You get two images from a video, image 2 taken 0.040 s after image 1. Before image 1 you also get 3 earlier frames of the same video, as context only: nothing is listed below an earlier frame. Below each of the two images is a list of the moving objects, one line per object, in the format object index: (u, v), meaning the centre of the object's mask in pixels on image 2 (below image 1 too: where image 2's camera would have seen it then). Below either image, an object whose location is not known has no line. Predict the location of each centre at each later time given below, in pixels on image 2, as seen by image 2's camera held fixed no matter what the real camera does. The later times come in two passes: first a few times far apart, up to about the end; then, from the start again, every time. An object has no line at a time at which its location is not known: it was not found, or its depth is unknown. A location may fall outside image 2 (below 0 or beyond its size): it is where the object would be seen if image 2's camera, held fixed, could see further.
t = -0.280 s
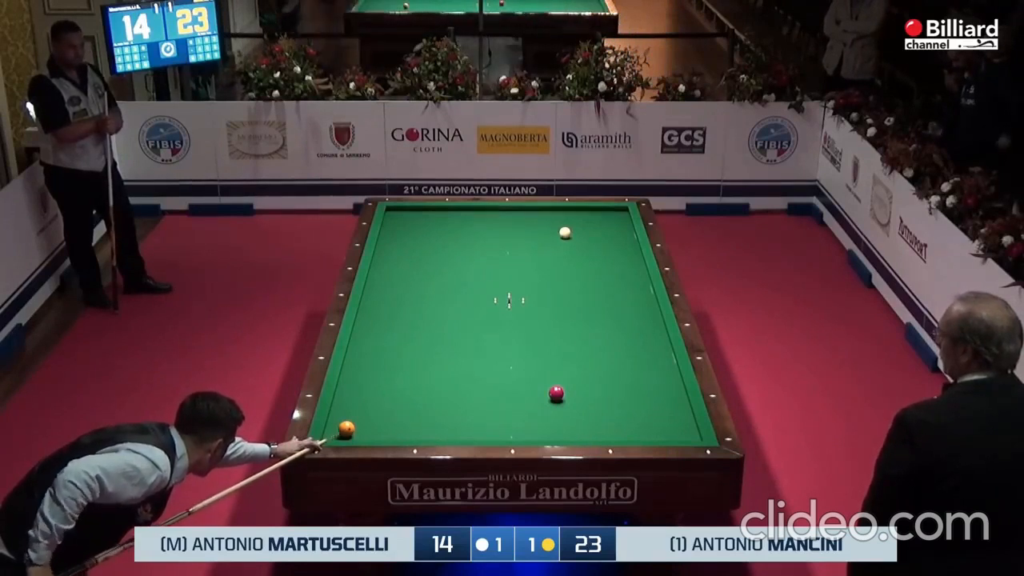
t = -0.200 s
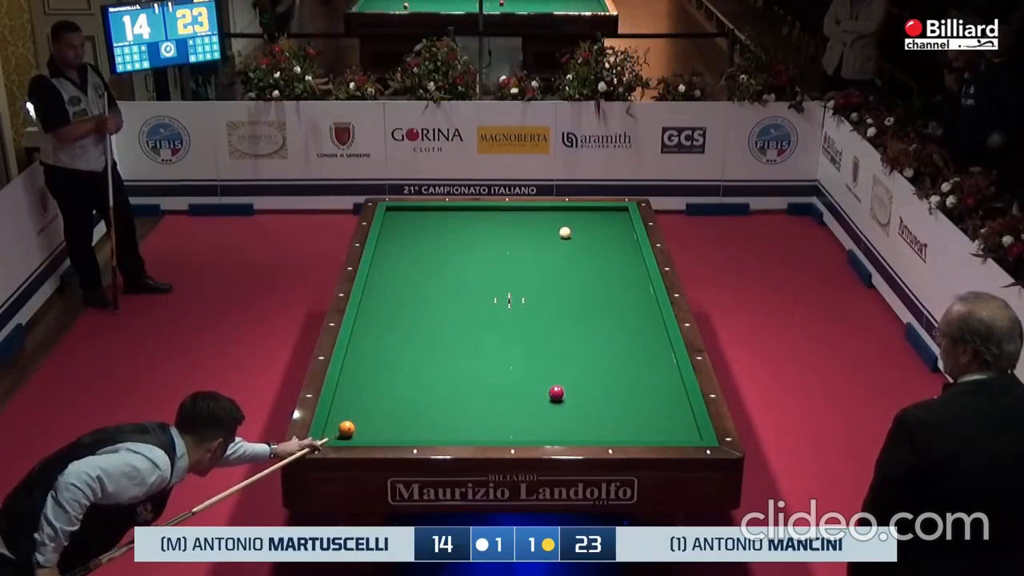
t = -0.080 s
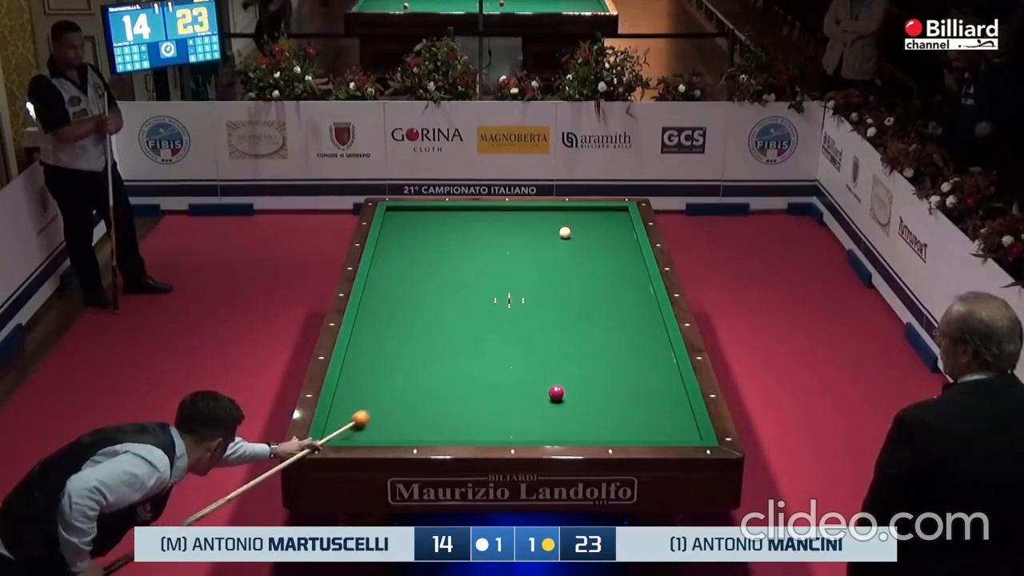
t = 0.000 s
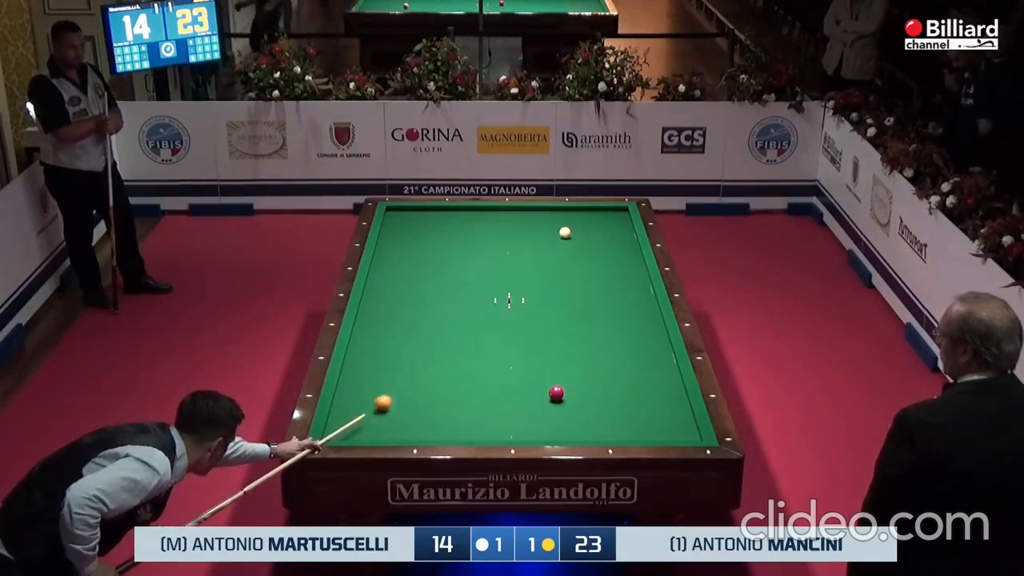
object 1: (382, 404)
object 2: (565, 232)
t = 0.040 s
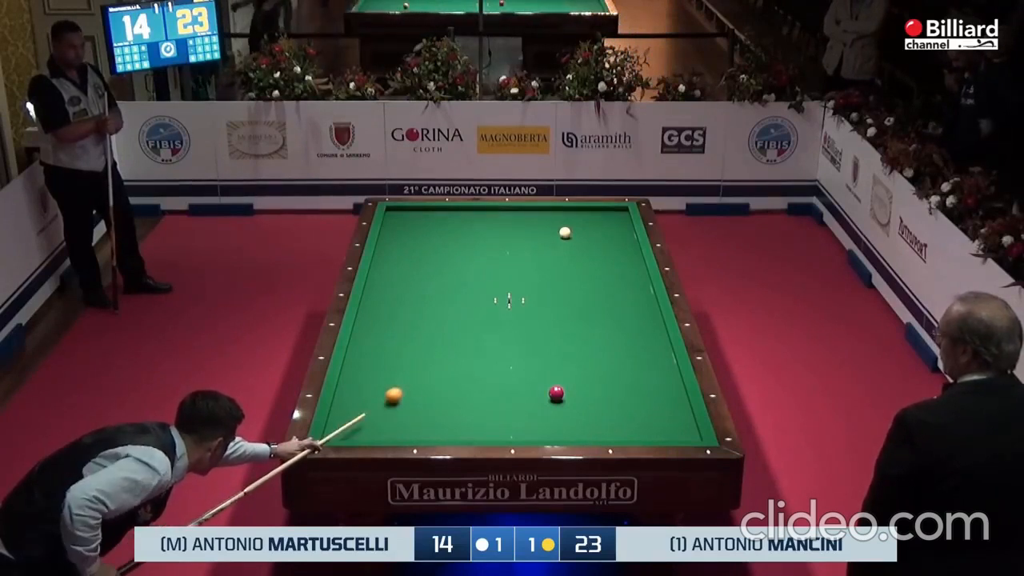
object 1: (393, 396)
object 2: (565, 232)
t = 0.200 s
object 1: (433, 368)
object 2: (565, 232)
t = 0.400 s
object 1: (478, 338)
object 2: (565, 232)
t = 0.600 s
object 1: (518, 310)
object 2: (565, 232)
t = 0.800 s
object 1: (554, 286)
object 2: (565, 232)
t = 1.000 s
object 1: (586, 263)
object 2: (565, 232)
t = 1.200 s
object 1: (615, 243)
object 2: (565, 232)
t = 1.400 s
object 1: (619, 226)
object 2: (565, 232)
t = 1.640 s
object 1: (594, 210)
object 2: (565, 232)
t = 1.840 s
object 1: (585, 216)
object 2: (565, 232)
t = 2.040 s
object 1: (578, 224)
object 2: (565, 233)
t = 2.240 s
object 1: (574, 231)
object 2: (562, 233)
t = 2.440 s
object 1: (579, 234)
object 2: (551, 237)
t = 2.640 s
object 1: (583, 238)
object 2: (542, 240)
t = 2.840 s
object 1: (588, 242)
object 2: (532, 243)
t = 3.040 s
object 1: (592, 245)
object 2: (522, 246)
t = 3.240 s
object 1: (597, 249)
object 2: (512, 250)
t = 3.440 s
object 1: (601, 253)
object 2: (503, 253)
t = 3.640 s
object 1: (606, 256)
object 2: (494, 256)
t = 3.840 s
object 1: (610, 259)
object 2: (485, 259)
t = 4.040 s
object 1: (614, 263)
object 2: (476, 262)
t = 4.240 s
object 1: (618, 266)
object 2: (467, 265)
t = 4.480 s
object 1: (623, 270)
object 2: (457, 268)
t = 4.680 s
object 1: (627, 273)
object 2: (448, 271)
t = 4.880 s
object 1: (631, 276)
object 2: (440, 274)
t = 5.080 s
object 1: (634, 279)
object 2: (432, 277)
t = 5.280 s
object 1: (637, 281)
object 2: (424, 279)
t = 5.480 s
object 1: (640, 284)
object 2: (416, 282)
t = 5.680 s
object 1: (644, 287)
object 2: (409, 284)
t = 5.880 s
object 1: (646, 289)
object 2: (401, 287)
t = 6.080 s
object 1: (648, 291)
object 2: (394, 289)
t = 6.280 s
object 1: (647, 293)
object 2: (387, 291)
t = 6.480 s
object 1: (647, 295)
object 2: (381, 293)
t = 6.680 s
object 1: (646, 296)
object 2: (375, 295)
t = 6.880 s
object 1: (645, 298)
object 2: (369, 298)
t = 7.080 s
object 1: (645, 300)
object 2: (368, 299)
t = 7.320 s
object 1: (644, 301)
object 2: (371, 300)
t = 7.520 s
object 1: (643, 302)
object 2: (373, 302)
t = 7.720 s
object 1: (642, 303)
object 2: (375, 303)
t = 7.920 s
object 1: (642, 304)
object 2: (377, 304)
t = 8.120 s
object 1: (641, 305)
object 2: (378, 305)
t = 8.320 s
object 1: (641, 306)
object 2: (379, 306)
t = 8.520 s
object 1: (641, 307)
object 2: (381, 306)
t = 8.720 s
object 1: (640, 307)
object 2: (382, 307)
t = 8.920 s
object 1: (640, 307)
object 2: (383, 307)
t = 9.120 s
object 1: (640, 307)
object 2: (384, 308)
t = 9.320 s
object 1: (640, 308)
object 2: (384, 308)
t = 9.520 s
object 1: (640, 308)
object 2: (385, 308)
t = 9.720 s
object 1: (640, 308)
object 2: (385, 308)
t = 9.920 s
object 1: (640, 308)
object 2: (385, 308)
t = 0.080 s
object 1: (404, 389)
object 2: (565, 232)
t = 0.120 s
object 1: (414, 382)
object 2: (565, 232)
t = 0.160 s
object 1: (424, 375)
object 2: (565, 232)
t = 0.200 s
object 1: (433, 368)
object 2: (565, 232)
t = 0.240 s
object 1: (443, 362)
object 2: (565, 232)
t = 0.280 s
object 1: (452, 356)
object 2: (565, 232)
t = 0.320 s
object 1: (461, 349)
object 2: (565, 232)
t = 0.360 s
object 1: (470, 343)
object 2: (565, 232)
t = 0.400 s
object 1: (478, 338)
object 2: (565, 232)
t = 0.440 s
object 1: (487, 332)
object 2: (565, 232)
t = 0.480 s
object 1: (495, 326)
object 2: (565, 232)
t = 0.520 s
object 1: (503, 321)
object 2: (565, 232)
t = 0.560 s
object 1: (510, 315)
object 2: (565, 232)
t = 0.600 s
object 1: (518, 310)
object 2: (565, 232)
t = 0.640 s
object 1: (525, 305)
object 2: (565, 232)
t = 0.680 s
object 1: (532, 300)
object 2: (565, 232)
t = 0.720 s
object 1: (540, 295)
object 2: (565, 232)
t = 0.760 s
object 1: (547, 290)
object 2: (565, 232)
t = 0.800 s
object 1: (554, 286)
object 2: (565, 232)
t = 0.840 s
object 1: (560, 281)
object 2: (565, 232)
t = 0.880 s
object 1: (567, 276)
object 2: (565, 232)
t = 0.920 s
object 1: (573, 272)
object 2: (565, 232)
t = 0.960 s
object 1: (579, 268)
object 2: (565, 232)
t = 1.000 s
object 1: (586, 263)
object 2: (565, 232)
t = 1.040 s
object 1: (592, 259)
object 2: (565, 232)
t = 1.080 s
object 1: (598, 255)
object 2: (565, 232)
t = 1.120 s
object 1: (603, 251)
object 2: (565, 232)
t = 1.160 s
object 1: (609, 247)
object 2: (565, 232)
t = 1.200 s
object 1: (615, 243)
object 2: (565, 232)
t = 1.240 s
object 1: (620, 239)
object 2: (565, 232)
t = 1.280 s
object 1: (626, 235)
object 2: (565, 232)
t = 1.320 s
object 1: (630, 231)
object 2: (565, 232)
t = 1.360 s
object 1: (625, 229)
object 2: (565, 232)
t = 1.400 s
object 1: (619, 226)
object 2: (565, 232)
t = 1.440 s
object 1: (614, 224)
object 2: (565, 232)
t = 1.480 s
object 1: (609, 221)
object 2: (565, 232)
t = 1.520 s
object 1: (604, 218)
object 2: (565, 232)
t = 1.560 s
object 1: (601, 216)
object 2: (565, 232)
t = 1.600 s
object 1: (597, 213)
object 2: (565, 232)
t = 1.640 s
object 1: (594, 210)
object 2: (565, 232)
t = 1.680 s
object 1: (590, 209)
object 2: (565, 232)
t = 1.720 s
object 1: (589, 211)
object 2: (565, 232)
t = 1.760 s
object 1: (588, 213)
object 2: (565, 232)
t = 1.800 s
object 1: (587, 215)
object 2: (565, 232)
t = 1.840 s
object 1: (585, 216)
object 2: (565, 232)
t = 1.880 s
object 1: (584, 218)
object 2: (565, 232)
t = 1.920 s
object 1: (583, 219)
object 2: (565, 232)
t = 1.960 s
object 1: (581, 221)
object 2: (565, 233)
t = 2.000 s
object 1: (580, 223)
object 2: (565, 233)
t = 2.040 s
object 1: (578, 224)
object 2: (565, 233)
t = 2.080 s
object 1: (577, 226)
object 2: (565, 233)
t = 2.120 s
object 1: (575, 227)
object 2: (564, 233)
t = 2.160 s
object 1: (574, 229)
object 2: (564, 233)
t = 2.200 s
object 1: (573, 230)
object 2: (564, 232)
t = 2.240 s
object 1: (574, 231)
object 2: (562, 233)
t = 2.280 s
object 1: (575, 232)
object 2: (559, 234)
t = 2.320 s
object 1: (576, 232)
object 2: (557, 235)
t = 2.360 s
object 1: (577, 233)
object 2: (555, 236)
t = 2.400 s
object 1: (578, 234)
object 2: (553, 236)
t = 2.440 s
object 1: (579, 234)
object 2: (551, 237)
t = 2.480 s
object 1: (579, 235)
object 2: (549, 238)
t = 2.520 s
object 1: (581, 236)
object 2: (547, 238)
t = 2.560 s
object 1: (582, 237)
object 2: (545, 239)
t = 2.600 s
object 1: (582, 238)
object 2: (543, 240)
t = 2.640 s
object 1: (583, 238)
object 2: (542, 240)
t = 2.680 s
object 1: (584, 239)
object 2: (539, 241)
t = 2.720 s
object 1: (585, 240)
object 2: (537, 241)
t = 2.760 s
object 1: (586, 240)
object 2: (535, 242)
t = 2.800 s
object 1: (587, 241)
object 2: (534, 243)
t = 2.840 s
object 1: (588, 242)
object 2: (532, 243)
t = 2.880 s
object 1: (589, 243)
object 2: (530, 244)
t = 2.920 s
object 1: (590, 243)
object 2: (528, 245)
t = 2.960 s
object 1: (591, 244)
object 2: (526, 245)
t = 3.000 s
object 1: (591, 245)
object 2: (524, 246)
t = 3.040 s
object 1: (592, 245)
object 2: (522, 246)
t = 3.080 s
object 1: (593, 246)
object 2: (520, 247)
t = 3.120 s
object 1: (594, 247)
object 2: (518, 248)
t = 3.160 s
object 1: (595, 248)
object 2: (516, 248)
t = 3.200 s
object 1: (596, 249)
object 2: (514, 249)
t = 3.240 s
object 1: (597, 249)
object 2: (512, 250)
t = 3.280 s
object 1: (598, 250)
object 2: (511, 250)
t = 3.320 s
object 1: (599, 251)
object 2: (509, 251)
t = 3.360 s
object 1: (600, 251)
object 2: (507, 251)
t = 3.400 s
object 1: (601, 252)
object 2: (505, 252)
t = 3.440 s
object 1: (601, 253)
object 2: (503, 253)
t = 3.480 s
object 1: (602, 253)
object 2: (501, 253)
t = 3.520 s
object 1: (603, 254)
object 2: (499, 254)
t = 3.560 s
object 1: (604, 254)
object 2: (498, 255)
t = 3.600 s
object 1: (605, 255)
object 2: (496, 255)
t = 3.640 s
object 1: (606, 256)
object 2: (494, 256)
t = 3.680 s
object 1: (607, 257)
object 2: (492, 256)
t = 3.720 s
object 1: (608, 257)
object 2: (490, 257)
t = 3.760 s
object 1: (608, 258)
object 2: (488, 257)
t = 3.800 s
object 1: (609, 259)
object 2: (486, 258)
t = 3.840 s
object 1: (610, 259)
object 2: (485, 259)
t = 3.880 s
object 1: (611, 260)
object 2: (483, 260)
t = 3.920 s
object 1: (612, 261)
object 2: (481, 260)
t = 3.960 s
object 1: (612, 261)
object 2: (479, 261)
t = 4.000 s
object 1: (613, 262)
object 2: (477, 261)
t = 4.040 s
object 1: (614, 263)
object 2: (476, 262)
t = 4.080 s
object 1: (615, 263)
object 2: (474, 263)
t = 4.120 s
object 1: (616, 264)
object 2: (472, 263)
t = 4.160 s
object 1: (617, 265)
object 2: (471, 264)
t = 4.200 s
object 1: (617, 266)
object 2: (469, 264)
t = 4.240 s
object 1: (618, 266)
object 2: (467, 265)
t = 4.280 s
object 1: (619, 267)
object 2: (465, 265)
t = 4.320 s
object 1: (620, 267)
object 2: (463, 266)
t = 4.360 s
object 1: (621, 268)
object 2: (462, 267)
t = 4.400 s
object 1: (622, 269)
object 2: (460, 267)
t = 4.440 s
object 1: (622, 269)
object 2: (458, 268)
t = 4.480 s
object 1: (623, 270)
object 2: (457, 268)
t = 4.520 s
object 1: (624, 270)
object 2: (455, 269)
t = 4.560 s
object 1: (625, 271)
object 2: (453, 270)
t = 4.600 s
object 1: (625, 271)
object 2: (451, 270)
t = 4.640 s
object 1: (626, 272)
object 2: (450, 271)
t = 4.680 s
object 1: (627, 273)
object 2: (448, 271)
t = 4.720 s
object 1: (628, 274)
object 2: (446, 272)
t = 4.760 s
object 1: (628, 274)
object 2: (445, 272)
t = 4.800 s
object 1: (629, 275)
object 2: (443, 273)
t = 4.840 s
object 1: (630, 275)
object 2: (442, 273)
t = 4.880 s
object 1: (631, 276)
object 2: (440, 274)
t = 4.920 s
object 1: (631, 276)
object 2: (438, 275)
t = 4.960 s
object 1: (632, 277)
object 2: (436, 275)
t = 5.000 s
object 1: (633, 277)
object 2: (435, 276)
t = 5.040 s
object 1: (633, 278)
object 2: (433, 276)
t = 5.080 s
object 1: (634, 279)
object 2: (432, 277)
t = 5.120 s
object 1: (635, 279)
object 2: (430, 277)
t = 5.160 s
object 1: (635, 280)
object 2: (428, 278)
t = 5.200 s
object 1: (636, 280)
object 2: (427, 278)
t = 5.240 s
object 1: (637, 281)
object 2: (425, 279)
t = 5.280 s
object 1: (637, 281)
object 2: (424, 279)
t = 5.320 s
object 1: (638, 282)
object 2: (422, 280)
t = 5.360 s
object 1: (639, 282)
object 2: (421, 280)
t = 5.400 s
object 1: (639, 283)
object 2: (419, 281)
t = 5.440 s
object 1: (640, 283)
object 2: (418, 281)
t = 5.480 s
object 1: (640, 284)
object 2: (416, 282)
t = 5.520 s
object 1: (641, 285)
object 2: (415, 282)
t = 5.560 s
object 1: (642, 285)
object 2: (413, 283)
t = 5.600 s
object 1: (642, 285)
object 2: (412, 283)
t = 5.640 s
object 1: (643, 286)
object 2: (410, 284)
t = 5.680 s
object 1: (644, 287)
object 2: (409, 284)
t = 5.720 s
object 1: (644, 287)
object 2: (407, 285)
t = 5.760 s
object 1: (645, 288)
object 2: (406, 285)
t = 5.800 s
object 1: (645, 288)
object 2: (404, 286)
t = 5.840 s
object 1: (646, 289)
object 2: (403, 286)
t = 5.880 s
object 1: (646, 289)
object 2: (401, 287)
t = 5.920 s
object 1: (647, 290)
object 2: (400, 287)
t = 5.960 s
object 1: (647, 290)
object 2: (399, 288)
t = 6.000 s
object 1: (648, 290)
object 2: (397, 288)
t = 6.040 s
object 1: (648, 291)
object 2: (396, 289)
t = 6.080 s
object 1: (648, 291)
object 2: (394, 289)
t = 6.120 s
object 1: (647, 291)
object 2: (393, 289)
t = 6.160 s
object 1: (647, 292)
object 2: (392, 290)
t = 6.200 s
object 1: (647, 292)
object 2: (390, 290)
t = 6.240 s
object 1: (647, 293)
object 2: (389, 291)
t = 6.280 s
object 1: (647, 293)
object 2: (387, 291)
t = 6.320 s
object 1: (647, 293)
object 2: (386, 292)
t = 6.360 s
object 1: (647, 294)
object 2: (385, 292)
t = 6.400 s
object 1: (647, 294)
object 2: (384, 293)
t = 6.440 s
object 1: (647, 294)
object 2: (382, 293)
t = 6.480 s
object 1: (647, 295)
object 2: (381, 293)
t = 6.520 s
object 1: (646, 295)
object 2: (380, 294)
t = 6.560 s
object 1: (646, 295)
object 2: (379, 294)
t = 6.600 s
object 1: (646, 296)
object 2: (377, 295)
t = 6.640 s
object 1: (646, 296)
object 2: (376, 295)
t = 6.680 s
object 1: (646, 296)
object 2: (375, 295)
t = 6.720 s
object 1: (646, 297)
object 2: (374, 296)
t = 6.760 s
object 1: (646, 297)
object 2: (372, 296)
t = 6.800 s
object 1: (646, 297)
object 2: (371, 297)
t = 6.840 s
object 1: (645, 297)
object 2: (370, 297)
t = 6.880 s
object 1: (645, 298)
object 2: (369, 298)
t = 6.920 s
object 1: (645, 298)
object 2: (367, 298)
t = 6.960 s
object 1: (645, 299)
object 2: (367, 298)
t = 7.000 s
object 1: (645, 299)
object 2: (367, 299)
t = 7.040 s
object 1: (645, 299)
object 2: (368, 299)
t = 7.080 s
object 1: (645, 300)
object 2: (368, 299)
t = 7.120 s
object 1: (644, 300)
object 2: (369, 299)
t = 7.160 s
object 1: (644, 300)
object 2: (369, 300)
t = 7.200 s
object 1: (644, 300)
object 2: (370, 300)
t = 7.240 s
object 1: (644, 300)
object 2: (370, 300)
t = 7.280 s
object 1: (644, 301)
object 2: (371, 300)
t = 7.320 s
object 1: (644, 301)
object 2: (371, 300)
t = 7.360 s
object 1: (643, 301)
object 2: (371, 301)
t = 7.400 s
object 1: (643, 301)
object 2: (372, 301)
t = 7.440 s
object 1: (643, 302)
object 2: (372, 301)
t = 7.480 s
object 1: (643, 302)
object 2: (373, 302)
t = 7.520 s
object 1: (643, 302)
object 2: (373, 302)
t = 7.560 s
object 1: (643, 302)
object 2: (373, 302)
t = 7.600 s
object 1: (643, 303)
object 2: (374, 302)
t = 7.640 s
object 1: (643, 303)
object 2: (374, 303)
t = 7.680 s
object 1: (643, 303)
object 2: (375, 303)
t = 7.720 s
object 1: (642, 303)
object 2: (375, 303)
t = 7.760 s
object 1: (642, 303)
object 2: (375, 303)
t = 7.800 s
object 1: (642, 304)
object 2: (376, 303)
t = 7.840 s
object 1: (642, 304)
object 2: (376, 303)
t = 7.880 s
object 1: (642, 304)
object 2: (376, 304)
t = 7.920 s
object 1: (642, 304)
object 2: (377, 304)
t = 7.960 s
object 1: (642, 304)
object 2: (377, 304)
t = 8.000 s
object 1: (642, 305)
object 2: (377, 304)
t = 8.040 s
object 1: (642, 305)
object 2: (378, 304)
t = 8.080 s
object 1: (642, 305)
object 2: (378, 305)
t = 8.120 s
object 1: (641, 305)
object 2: (378, 305)
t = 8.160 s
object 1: (641, 305)
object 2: (379, 305)
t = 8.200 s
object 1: (641, 305)
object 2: (379, 305)
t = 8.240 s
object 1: (641, 306)
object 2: (379, 305)
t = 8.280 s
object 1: (641, 306)
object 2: (379, 305)
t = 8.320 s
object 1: (641, 306)
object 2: (379, 306)
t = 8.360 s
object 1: (641, 306)
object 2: (380, 306)
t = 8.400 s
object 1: (641, 306)
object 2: (380, 306)
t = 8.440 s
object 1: (641, 306)
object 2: (380, 306)
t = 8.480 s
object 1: (641, 306)
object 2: (380, 306)
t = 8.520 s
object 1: (641, 307)
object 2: (381, 306)
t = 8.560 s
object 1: (640, 307)
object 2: (381, 306)
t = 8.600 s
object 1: (640, 307)
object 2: (381, 306)
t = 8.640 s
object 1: (640, 307)
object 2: (382, 307)
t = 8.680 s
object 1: (640, 307)
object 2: (382, 307)
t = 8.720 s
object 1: (640, 307)
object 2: (382, 307)
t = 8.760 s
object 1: (640, 307)
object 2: (382, 307)
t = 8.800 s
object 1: (640, 307)
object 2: (382, 307)
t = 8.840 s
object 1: (640, 307)
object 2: (382, 307)
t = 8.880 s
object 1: (640, 307)
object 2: (383, 307)
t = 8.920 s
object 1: (640, 307)
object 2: (383, 307)
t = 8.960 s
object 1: (640, 307)
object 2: (383, 307)
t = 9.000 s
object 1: (640, 307)
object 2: (383, 307)
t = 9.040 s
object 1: (640, 307)
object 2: (383, 307)
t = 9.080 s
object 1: (640, 307)
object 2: (383, 307)
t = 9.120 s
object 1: (640, 307)
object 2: (384, 308)
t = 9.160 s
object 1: (640, 307)
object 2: (384, 308)
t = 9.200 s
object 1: (640, 308)
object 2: (384, 308)
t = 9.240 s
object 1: (640, 308)
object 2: (384, 308)
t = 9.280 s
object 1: (640, 308)
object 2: (384, 308)
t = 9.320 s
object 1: (640, 308)
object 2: (384, 308)
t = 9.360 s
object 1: (640, 308)
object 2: (385, 308)
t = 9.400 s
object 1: (640, 308)
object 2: (385, 308)
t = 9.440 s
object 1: (640, 308)
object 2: (385, 308)
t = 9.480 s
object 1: (640, 308)
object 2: (385, 308)
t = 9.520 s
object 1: (640, 308)
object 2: (385, 308)
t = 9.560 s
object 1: (640, 308)
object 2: (385, 308)
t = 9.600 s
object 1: (640, 308)
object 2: (385, 308)
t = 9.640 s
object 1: (640, 308)
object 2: (385, 308)
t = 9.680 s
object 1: (640, 308)
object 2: (385, 308)
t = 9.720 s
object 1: (640, 308)
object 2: (385, 308)
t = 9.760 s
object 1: (640, 308)
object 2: (385, 308)
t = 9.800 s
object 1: (640, 308)
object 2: (385, 308)
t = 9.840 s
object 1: (640, 308)
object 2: (385, 308)
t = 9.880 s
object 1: (640, 308)
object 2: (385, 308)
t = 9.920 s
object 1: (640, 308)
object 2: (385, 308)
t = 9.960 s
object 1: (640, 308)
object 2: (385, 308)
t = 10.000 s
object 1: (640, 308)
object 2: (385, 308)
